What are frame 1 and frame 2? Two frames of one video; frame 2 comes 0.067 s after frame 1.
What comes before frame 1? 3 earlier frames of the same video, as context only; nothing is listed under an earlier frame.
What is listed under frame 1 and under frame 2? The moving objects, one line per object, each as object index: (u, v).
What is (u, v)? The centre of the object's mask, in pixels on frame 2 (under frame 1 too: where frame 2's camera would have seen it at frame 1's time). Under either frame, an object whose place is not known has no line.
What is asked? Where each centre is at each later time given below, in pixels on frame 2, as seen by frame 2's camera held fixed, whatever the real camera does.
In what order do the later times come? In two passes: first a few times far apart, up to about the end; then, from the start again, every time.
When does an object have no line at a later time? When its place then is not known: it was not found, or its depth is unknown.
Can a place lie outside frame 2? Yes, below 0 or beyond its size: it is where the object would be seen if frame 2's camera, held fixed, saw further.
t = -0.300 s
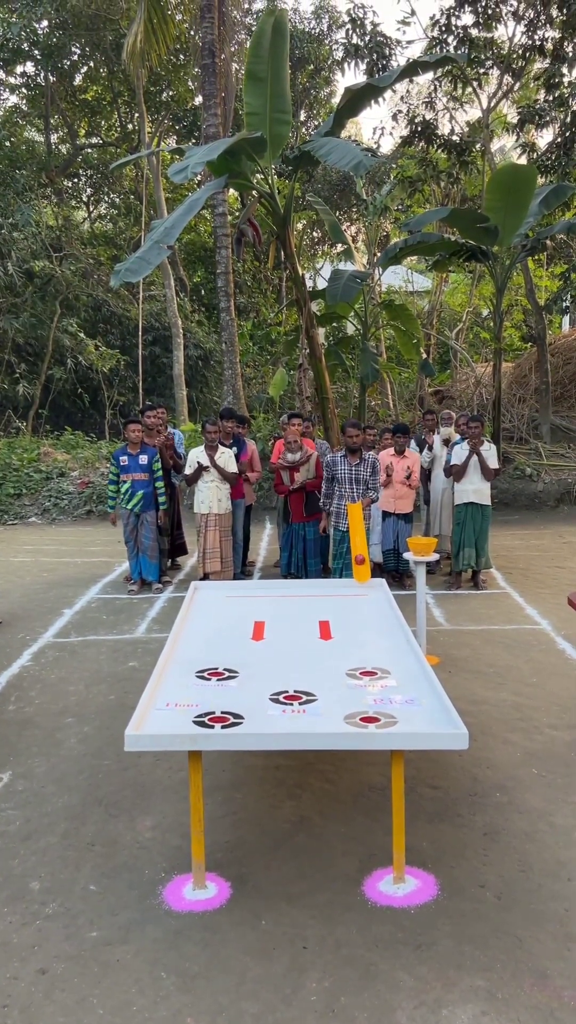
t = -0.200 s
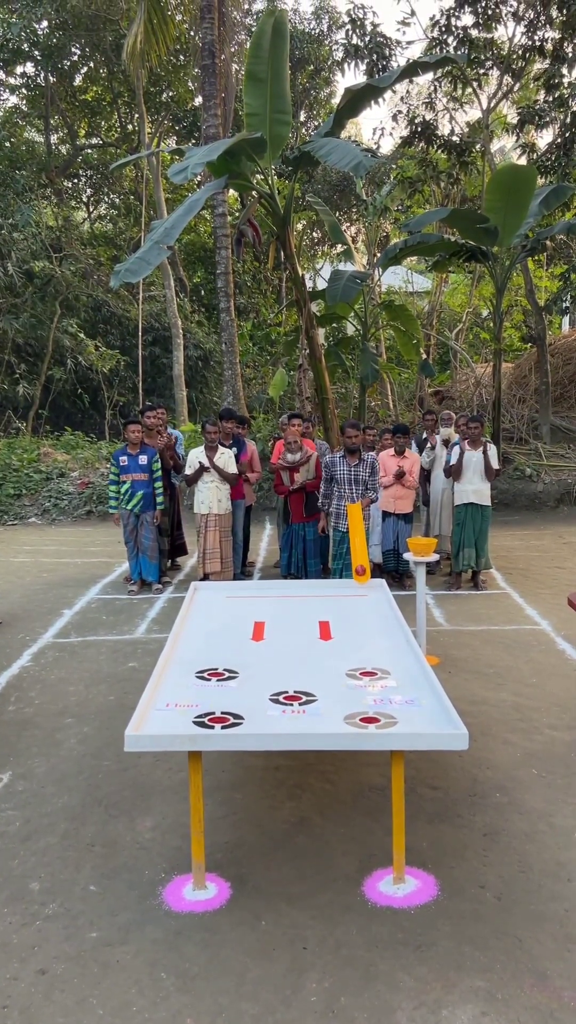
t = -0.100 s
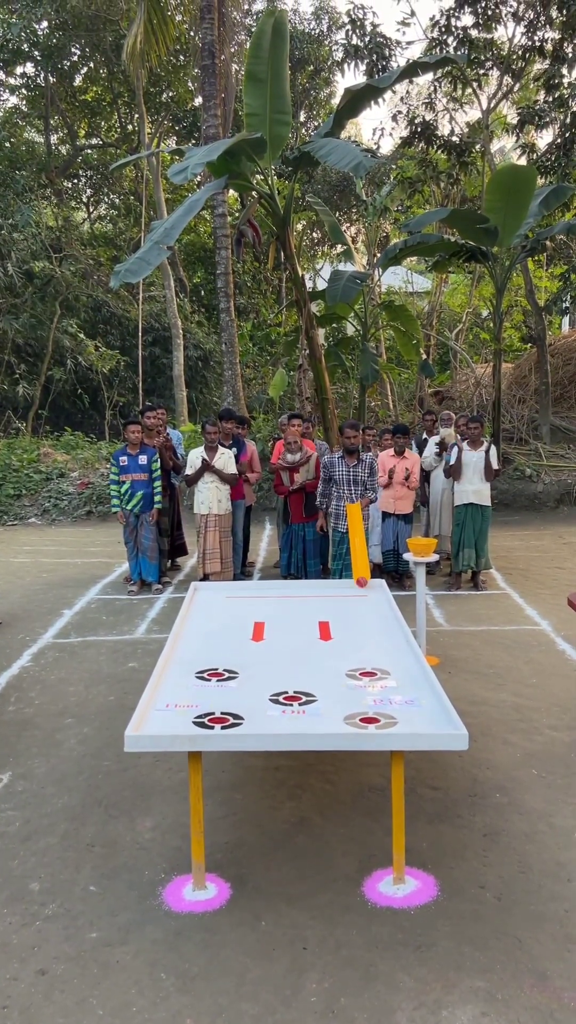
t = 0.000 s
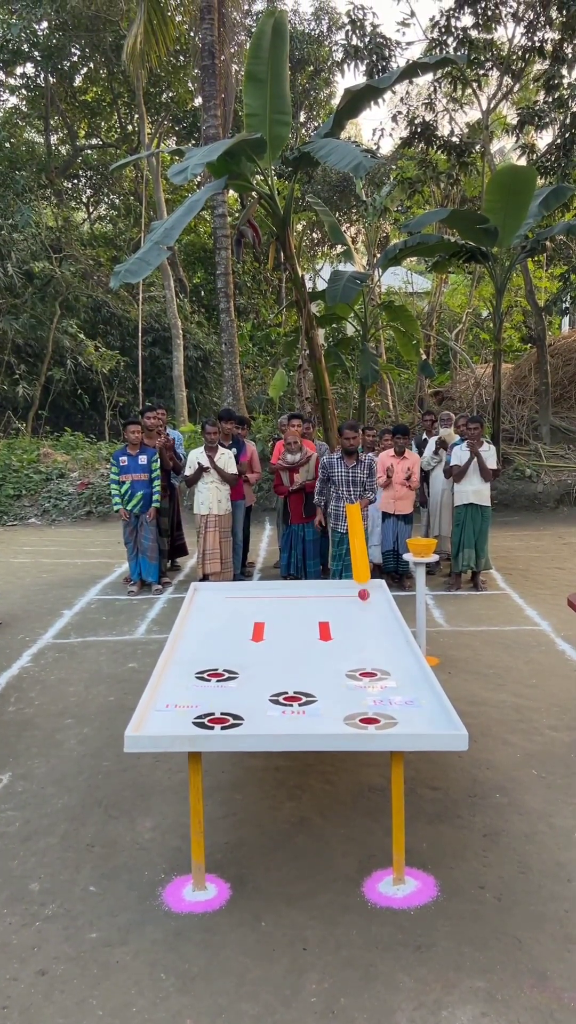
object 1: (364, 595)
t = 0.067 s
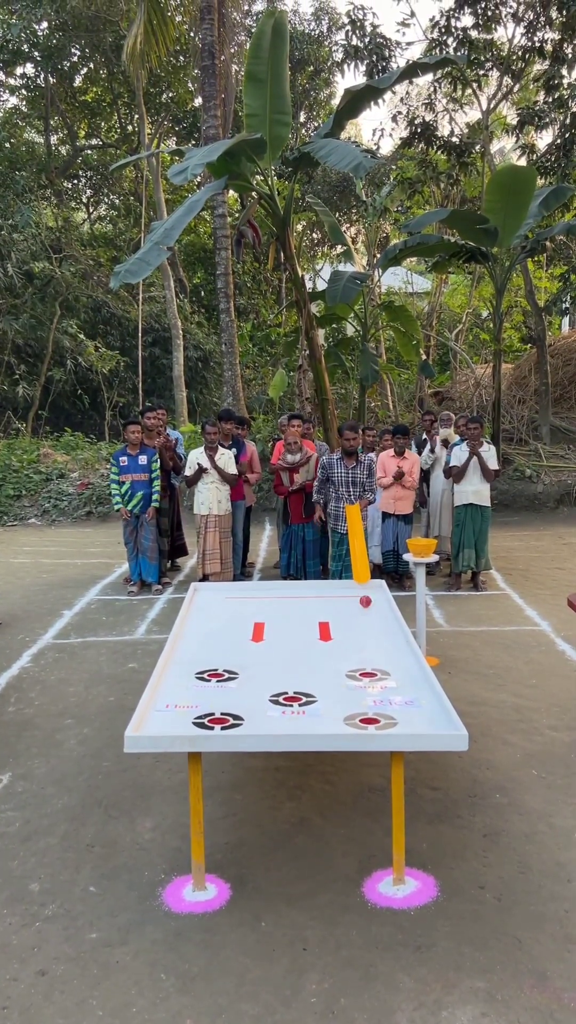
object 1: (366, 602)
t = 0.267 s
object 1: (370, 619)
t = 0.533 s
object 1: (374, 646)
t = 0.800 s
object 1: (370, 669)
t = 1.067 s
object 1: (349, 702)
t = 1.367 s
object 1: (319, 725)
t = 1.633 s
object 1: (292, 723)
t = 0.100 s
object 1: (366, 606)
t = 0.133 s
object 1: (367, 608)
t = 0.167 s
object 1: (368, 611)
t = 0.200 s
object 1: (369, 614)
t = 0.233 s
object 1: (370, 617)
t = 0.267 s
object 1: (370, 619)
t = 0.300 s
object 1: (371, 623)
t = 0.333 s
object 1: (372, 626)
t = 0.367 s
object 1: (372, 629)
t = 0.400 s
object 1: (373, 632)
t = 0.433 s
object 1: (373, 636)
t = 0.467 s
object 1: (373, 639)
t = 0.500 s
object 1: (374, 642)
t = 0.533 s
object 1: (374, 646)
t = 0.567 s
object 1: (374, 649)
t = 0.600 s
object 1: (374, 652)
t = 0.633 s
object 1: (373, 656)
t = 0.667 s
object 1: (373, 660)
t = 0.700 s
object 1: (373, 663)
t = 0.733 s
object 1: (373, 667)
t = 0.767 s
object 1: (371, 668)
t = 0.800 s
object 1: (370, 669)
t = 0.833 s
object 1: (368, 673)
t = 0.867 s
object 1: (365, 679)
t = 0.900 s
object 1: (362, 684)
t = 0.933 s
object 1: (360, 688)
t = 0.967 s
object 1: (358, 691)
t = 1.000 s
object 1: (356, 695)
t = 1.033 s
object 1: (352, 698)
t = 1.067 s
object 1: (349, 702)
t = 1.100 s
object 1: (346, 705)
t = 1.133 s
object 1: (343, 709)
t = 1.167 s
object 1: (340, 713)
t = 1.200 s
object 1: (337, 717)
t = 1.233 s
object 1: (333, 720)
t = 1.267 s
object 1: (330, 723)
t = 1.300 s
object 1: (326, 725)
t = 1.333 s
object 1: (322, 727)
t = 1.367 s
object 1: (319, 725)
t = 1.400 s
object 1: (316, 724)
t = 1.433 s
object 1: (312, 725)
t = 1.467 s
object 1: (309, 725)
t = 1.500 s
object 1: (306, 724)
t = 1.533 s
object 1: (302, 724)
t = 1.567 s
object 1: (299, 723)
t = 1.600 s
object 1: (295, 723)
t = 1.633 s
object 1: (292, 723)
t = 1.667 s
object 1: (288, 722)
